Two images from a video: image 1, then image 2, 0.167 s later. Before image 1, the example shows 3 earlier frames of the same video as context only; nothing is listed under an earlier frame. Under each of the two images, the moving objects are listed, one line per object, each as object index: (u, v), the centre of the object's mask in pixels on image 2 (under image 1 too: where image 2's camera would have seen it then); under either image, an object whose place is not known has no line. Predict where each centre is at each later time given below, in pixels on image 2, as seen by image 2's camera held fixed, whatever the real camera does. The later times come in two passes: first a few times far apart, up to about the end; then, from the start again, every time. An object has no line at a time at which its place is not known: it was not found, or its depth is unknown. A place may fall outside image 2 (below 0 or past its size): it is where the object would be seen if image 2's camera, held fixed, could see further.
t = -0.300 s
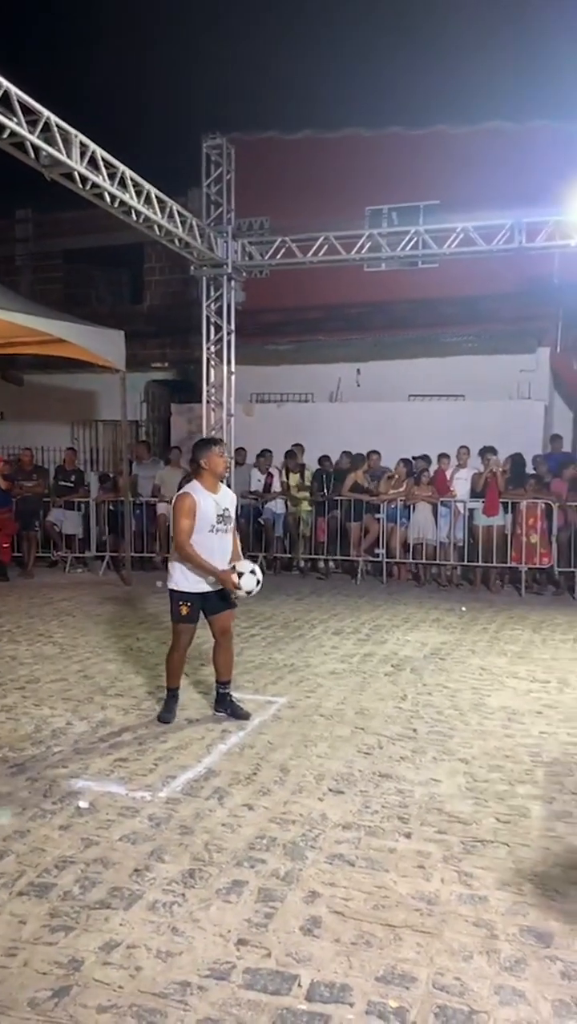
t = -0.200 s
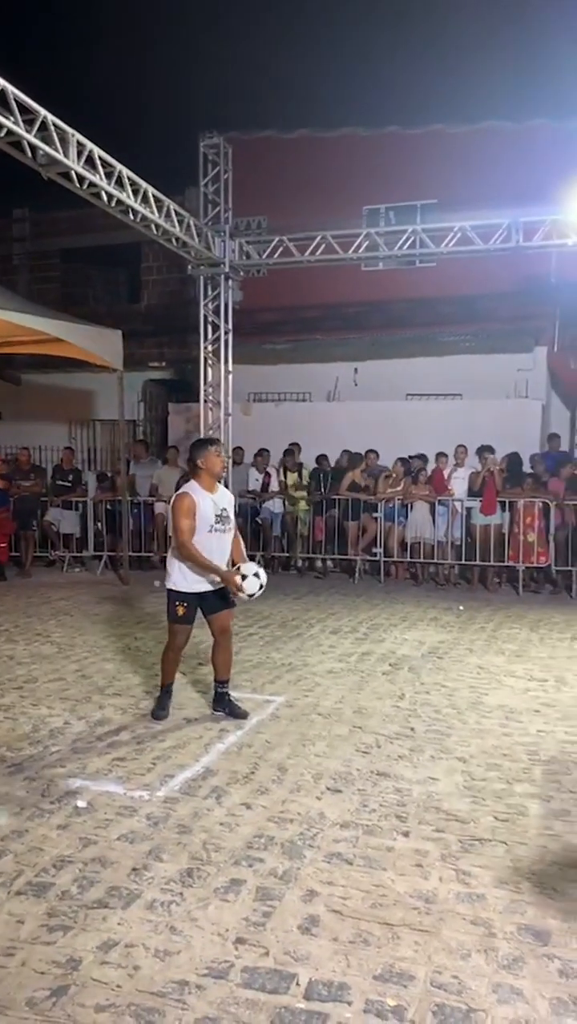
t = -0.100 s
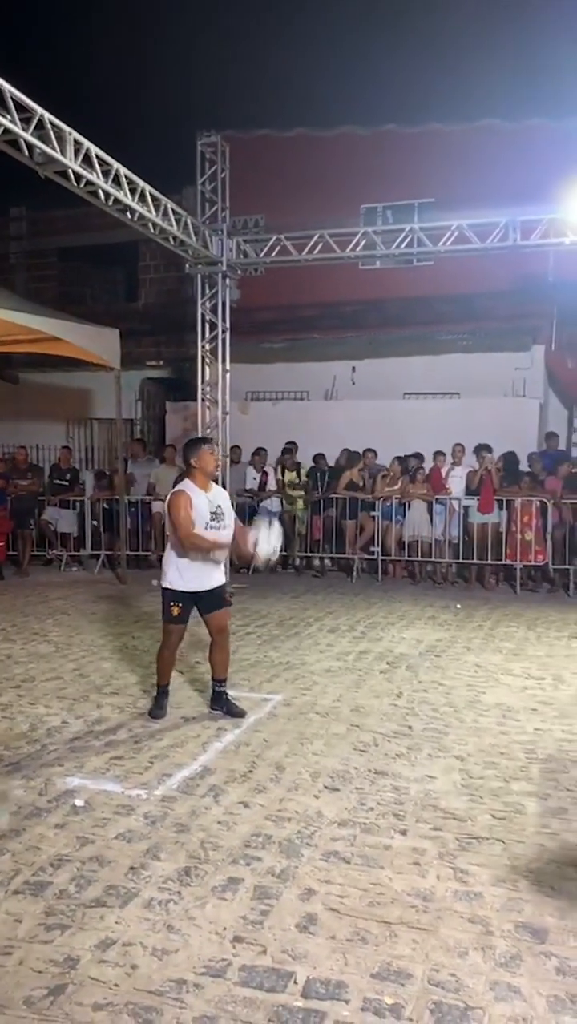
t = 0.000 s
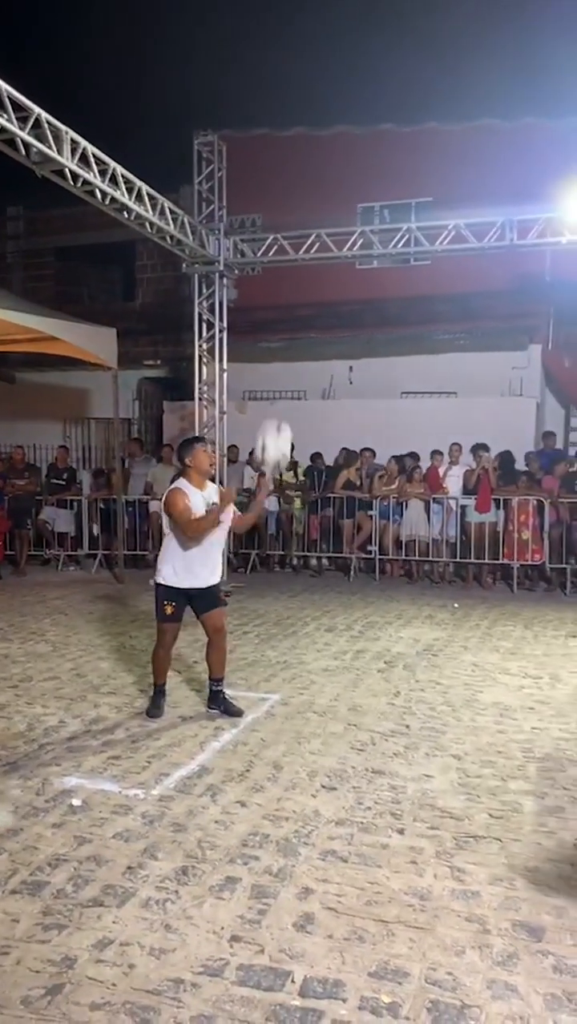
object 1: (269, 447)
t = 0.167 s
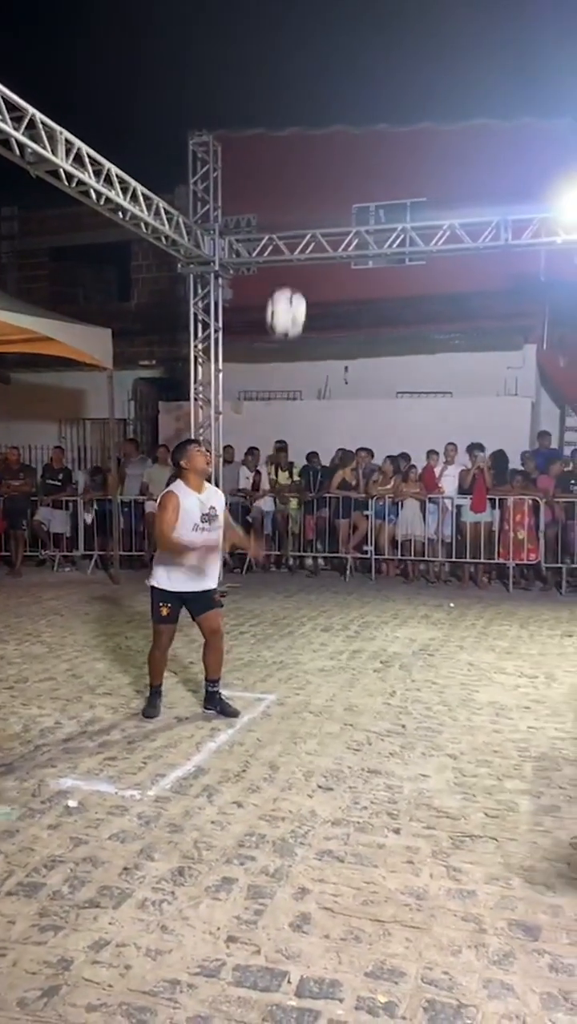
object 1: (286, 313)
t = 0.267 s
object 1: (297, 255)
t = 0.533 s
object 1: (324, 190)
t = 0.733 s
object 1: (345, 228)
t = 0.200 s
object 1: (290, 292)
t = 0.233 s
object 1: (293, 273)
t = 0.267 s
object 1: (297, 255)
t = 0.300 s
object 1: (301, 239)
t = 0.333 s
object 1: (304, 226)
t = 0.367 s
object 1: (307, 215)
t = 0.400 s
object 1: (311, 206)
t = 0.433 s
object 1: (314, 198)
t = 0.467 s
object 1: (317, 194)
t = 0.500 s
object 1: (320, 191)
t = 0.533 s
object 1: (324, 190)
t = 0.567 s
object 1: (327, 191)
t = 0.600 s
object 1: (331, 194)
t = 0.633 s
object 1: (334, 200)
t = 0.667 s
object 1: (338, 206)
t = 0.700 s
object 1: (341, 216)
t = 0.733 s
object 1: (345, 228)
